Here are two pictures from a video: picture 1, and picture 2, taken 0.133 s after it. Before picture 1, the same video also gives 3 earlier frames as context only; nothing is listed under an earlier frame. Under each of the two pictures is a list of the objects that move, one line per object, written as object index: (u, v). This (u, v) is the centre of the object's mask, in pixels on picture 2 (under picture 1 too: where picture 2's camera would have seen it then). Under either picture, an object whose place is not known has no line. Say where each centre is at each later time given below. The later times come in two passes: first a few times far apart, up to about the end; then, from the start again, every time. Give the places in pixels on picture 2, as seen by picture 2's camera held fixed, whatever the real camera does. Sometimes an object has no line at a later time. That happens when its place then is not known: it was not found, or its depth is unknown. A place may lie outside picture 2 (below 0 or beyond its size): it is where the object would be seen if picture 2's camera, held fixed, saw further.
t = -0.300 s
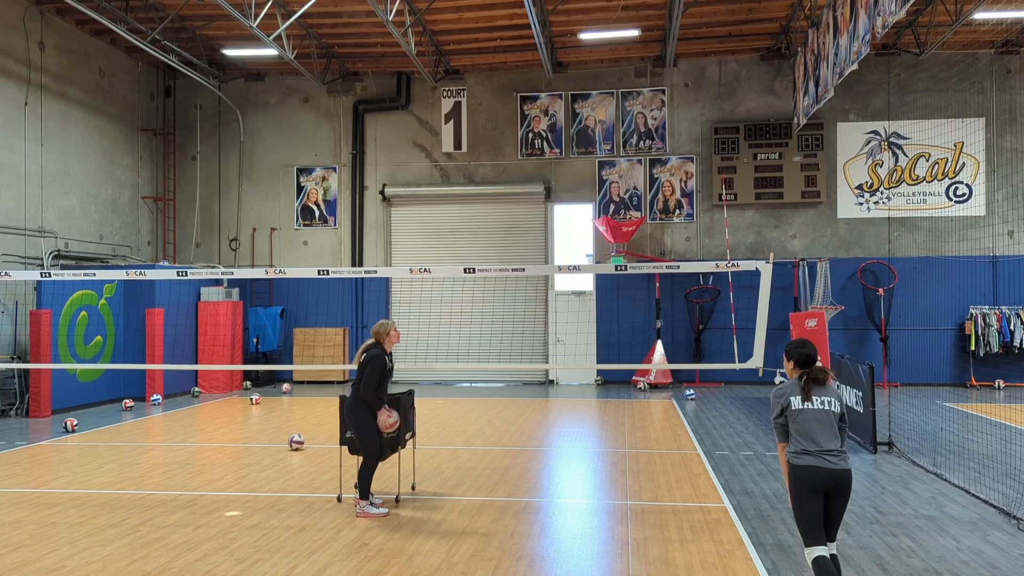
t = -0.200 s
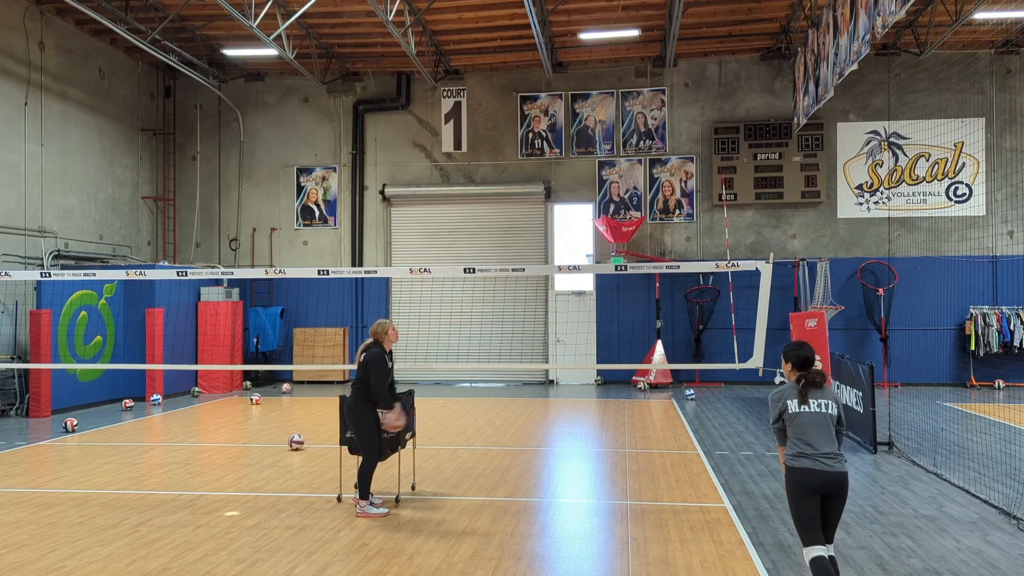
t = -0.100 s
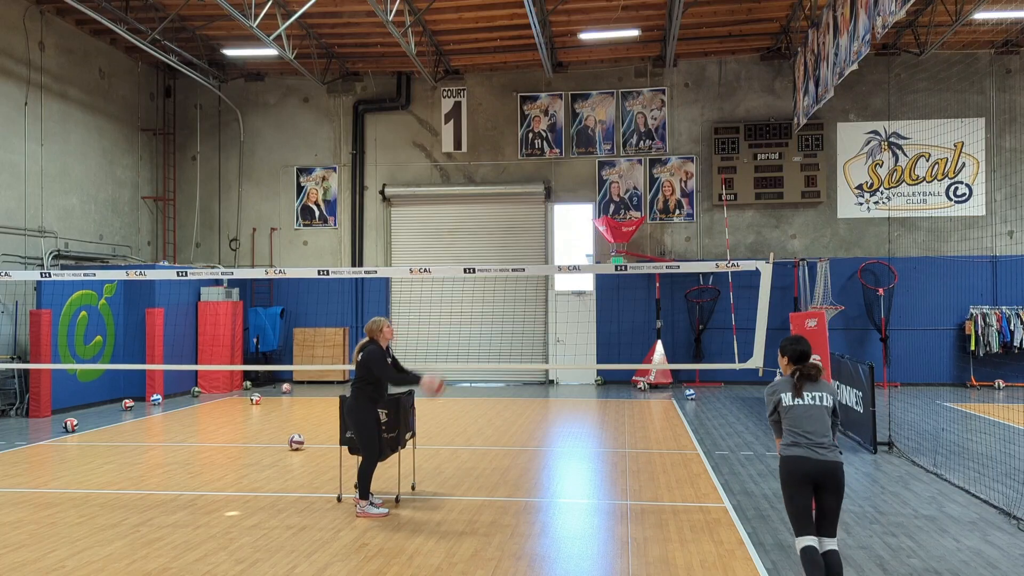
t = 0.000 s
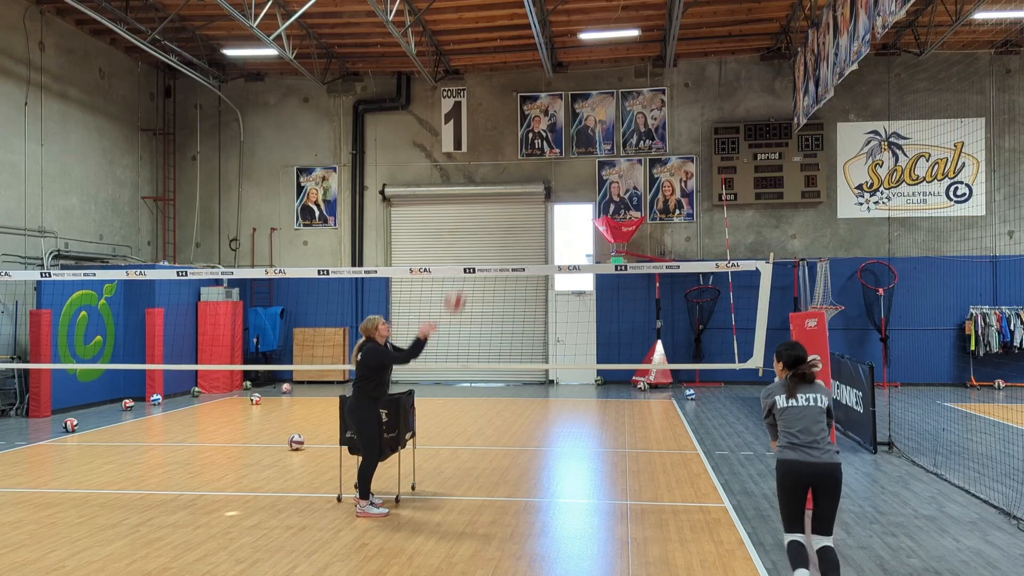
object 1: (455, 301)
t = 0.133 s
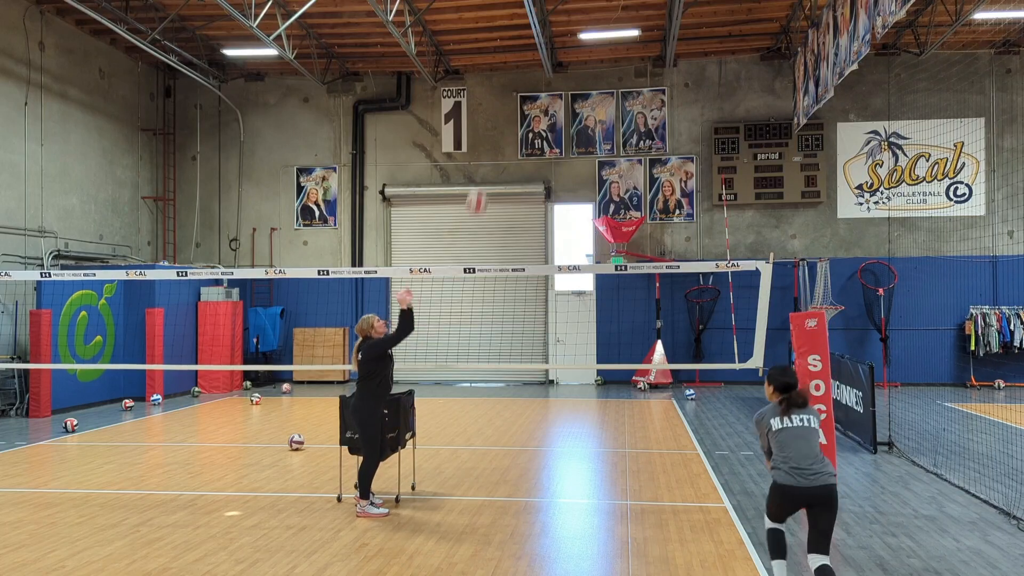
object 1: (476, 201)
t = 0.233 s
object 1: (494, 141)
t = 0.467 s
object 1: (529, 45)
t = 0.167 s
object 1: (483, 178)
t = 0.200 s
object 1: (488, 160)
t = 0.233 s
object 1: (494, 141)
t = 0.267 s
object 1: (499, 124)
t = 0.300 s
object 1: (504, 107)
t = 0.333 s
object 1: (509, 92)
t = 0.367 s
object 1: (515, 78)
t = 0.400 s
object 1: (520, 66)
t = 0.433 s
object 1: (525, 55)
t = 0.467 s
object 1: (529, 45)
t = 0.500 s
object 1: (535, 35)
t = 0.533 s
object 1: (541, 27)
